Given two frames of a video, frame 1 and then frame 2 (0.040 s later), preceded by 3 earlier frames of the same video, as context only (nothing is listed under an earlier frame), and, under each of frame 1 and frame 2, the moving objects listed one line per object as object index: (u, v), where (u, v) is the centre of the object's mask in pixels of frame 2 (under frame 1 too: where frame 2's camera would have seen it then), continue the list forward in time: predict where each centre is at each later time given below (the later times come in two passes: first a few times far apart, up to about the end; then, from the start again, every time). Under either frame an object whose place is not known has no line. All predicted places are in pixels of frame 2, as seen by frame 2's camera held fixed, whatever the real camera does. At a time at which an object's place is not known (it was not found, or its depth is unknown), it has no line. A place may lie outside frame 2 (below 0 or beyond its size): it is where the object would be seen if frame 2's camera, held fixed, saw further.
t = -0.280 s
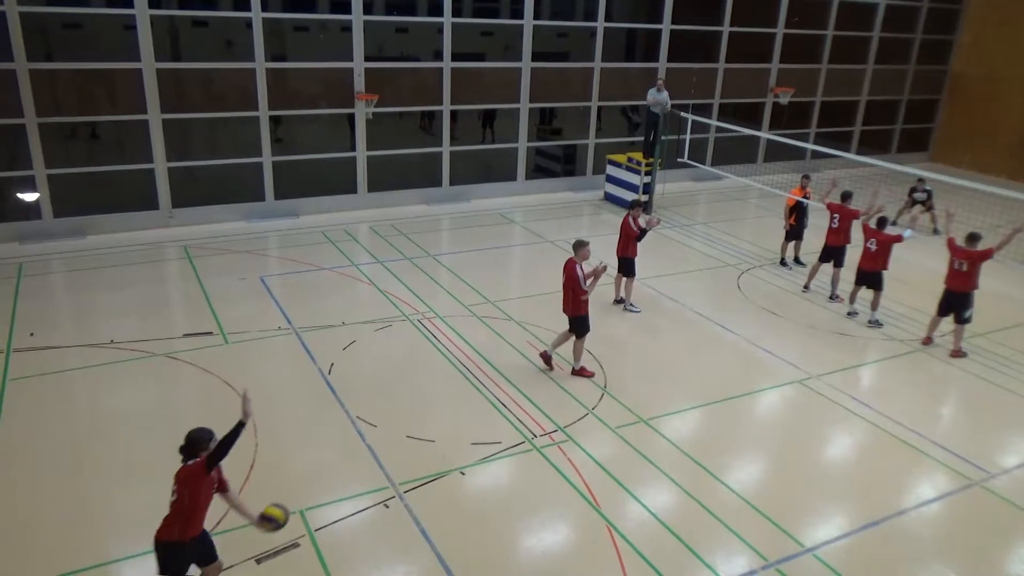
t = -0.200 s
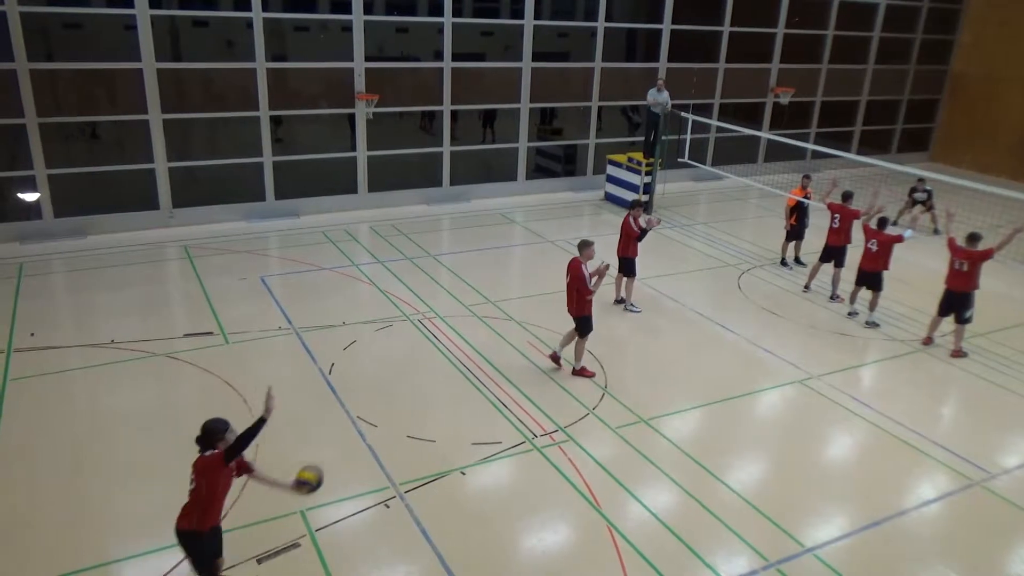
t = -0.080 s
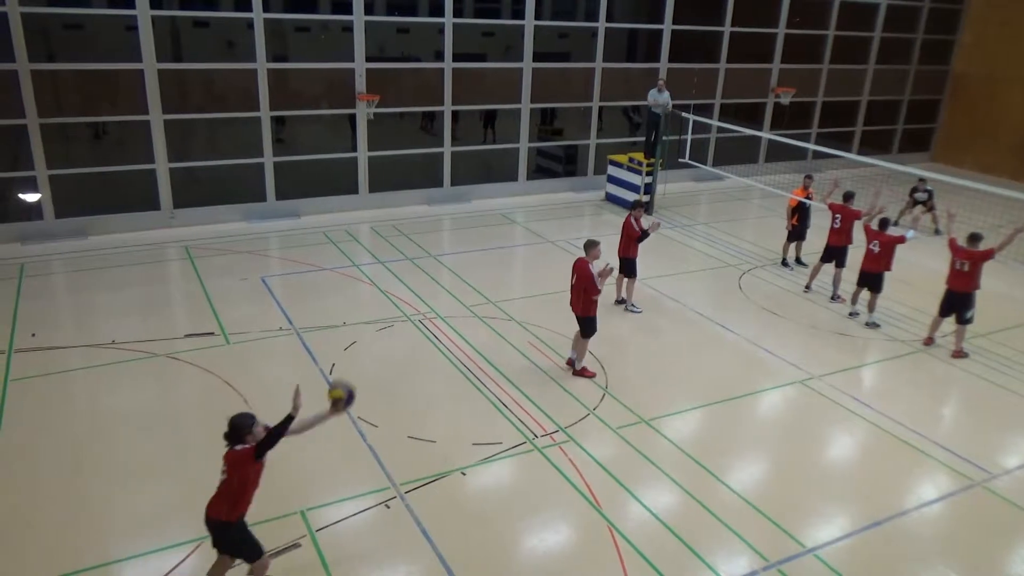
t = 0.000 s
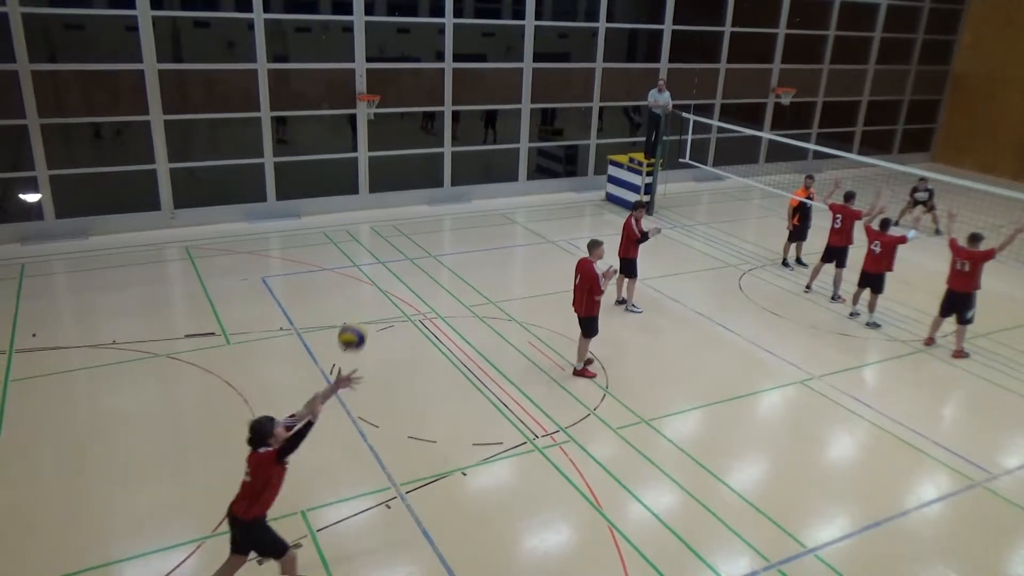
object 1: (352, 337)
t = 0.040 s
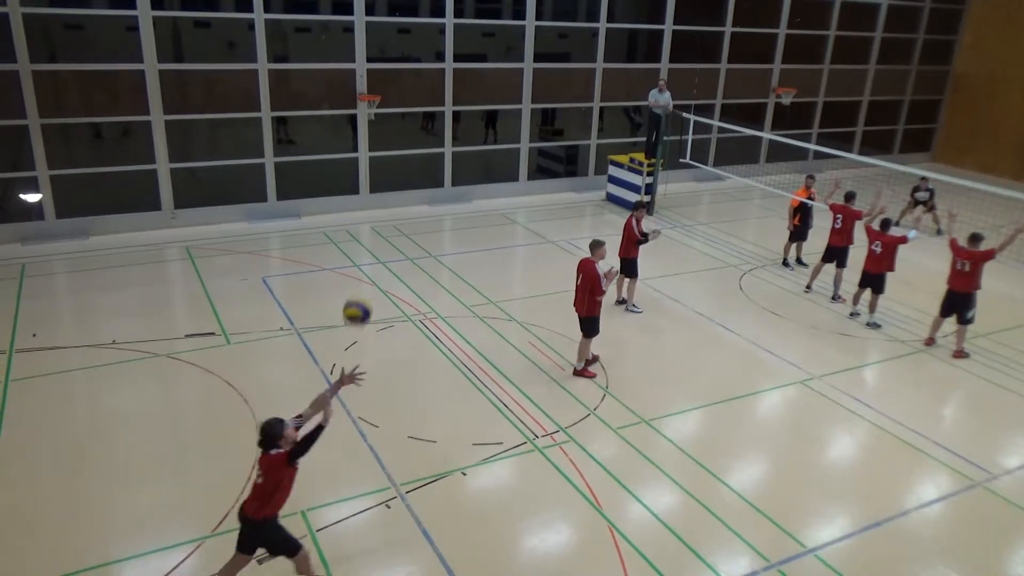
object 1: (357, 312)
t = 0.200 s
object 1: (377, 227)
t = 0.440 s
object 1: (409, 161)
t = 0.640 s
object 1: (435, 167)
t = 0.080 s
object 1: (361, 288)
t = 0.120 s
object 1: (366, 266)
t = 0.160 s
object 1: (372, 245)
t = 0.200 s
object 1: (377, 227)
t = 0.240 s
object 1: (382, 211)
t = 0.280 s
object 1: (387, 197)
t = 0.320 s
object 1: (393, 184)
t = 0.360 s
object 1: (399, 174)
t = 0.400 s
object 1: (404, 166)
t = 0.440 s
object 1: (409, 161)
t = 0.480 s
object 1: (415, 158)
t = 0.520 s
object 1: (420, 157)
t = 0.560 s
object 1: (425, 158)
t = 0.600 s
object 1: (430, 162)
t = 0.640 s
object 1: (435, 167)
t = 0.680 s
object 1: (440, 174)
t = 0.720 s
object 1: (445, 184)
